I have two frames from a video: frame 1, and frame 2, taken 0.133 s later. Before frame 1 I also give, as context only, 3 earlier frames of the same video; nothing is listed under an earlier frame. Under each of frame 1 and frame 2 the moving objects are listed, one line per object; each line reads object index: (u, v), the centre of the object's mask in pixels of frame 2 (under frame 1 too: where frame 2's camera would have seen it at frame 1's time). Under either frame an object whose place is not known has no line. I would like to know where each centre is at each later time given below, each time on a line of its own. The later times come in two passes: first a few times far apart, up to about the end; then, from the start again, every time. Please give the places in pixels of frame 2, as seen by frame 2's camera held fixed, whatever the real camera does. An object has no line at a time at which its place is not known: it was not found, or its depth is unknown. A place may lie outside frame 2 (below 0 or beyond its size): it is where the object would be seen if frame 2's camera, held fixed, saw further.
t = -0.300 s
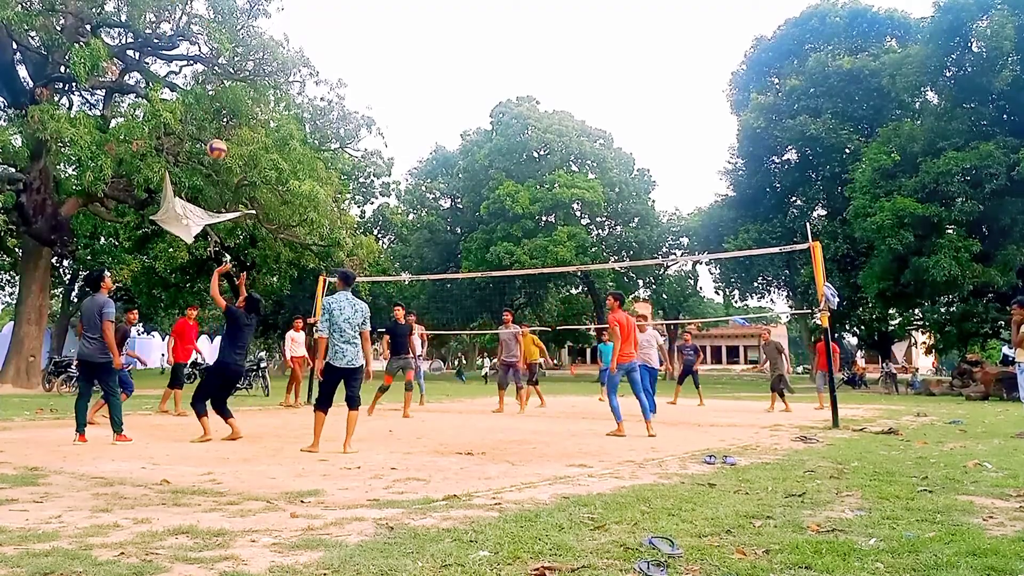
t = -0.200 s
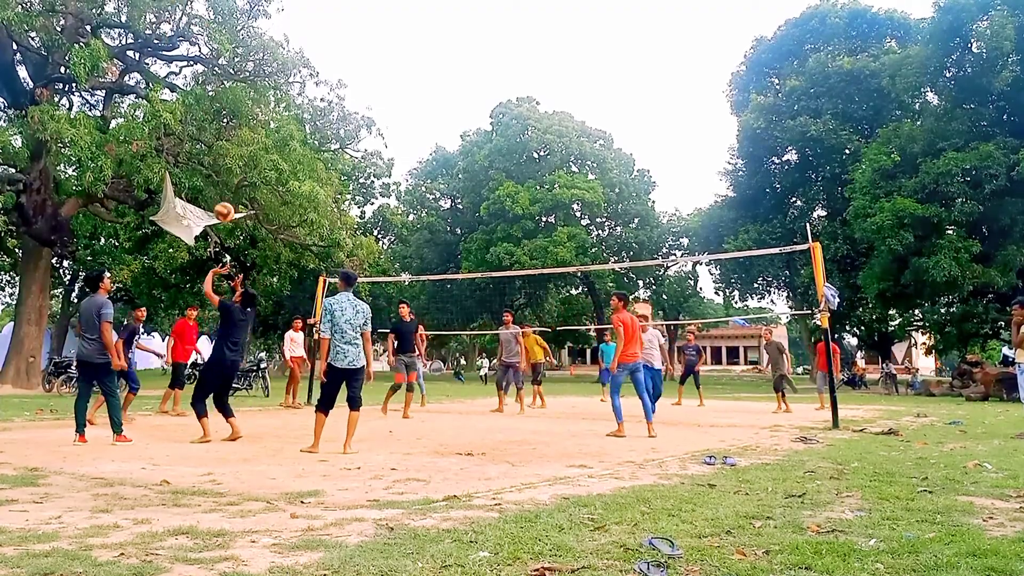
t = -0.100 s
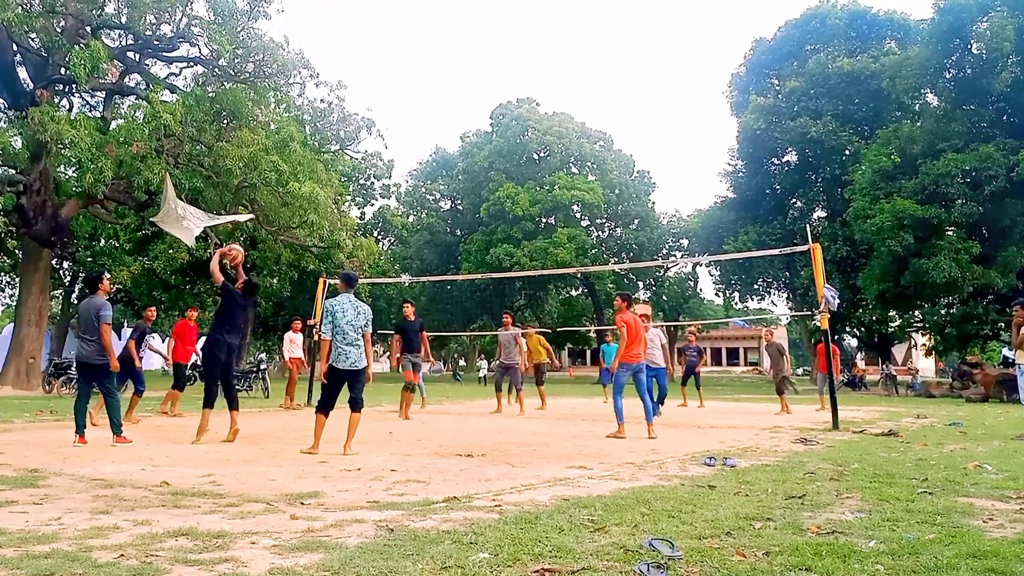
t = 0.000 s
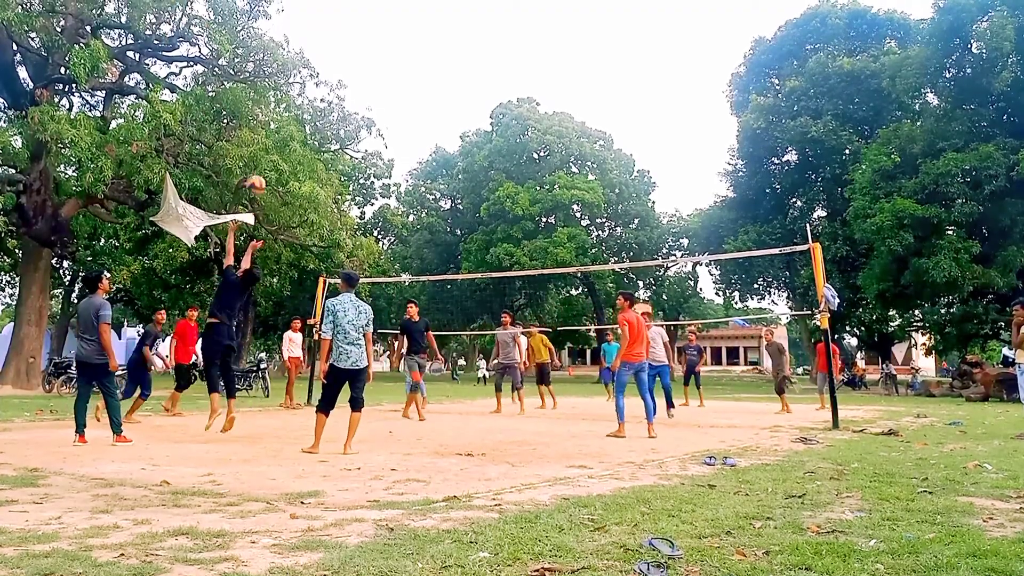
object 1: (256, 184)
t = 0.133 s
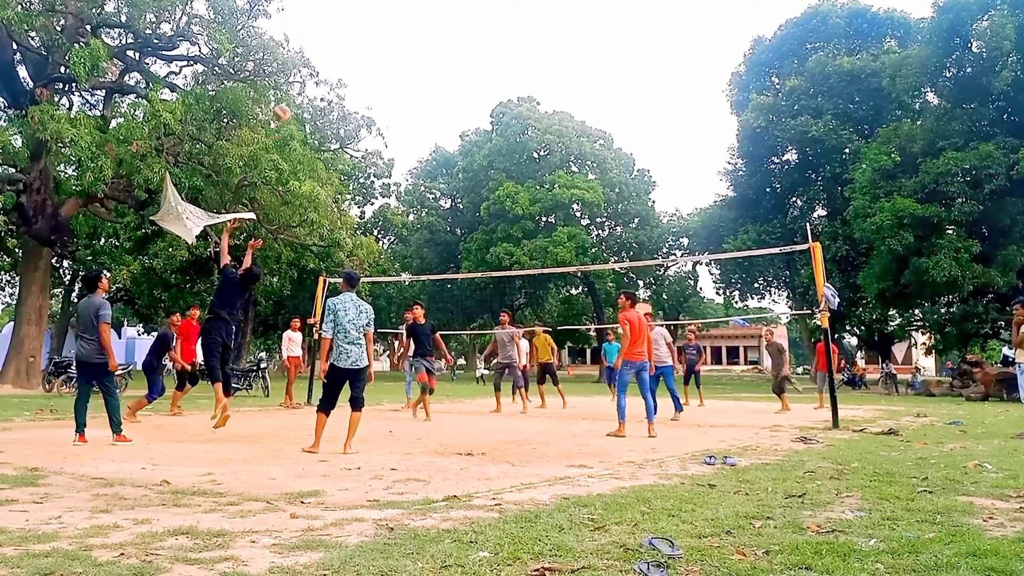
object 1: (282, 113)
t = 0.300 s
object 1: (309, 55)
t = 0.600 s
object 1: (351, 14)
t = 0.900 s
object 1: (386, 39)
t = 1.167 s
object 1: (413, 103)
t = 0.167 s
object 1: (288, 100)
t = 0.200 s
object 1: (293, 87)
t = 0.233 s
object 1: (299, 75)
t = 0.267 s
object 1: (305, 66)
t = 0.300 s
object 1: (309, 55)
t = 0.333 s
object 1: (314, 47)
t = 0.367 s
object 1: (319, 39)
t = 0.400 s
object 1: (324, 33)
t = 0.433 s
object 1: (329, 28)
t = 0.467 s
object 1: (334, 23)
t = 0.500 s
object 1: (338, 20)
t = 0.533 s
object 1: (343, 17)
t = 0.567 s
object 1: (347, 15)
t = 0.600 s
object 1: (351, 14)
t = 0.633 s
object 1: (355, 14)
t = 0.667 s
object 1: (359, 15)
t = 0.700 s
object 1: (363, 16)
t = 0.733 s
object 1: (367, 18)
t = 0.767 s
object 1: (371, 21)
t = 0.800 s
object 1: (375, 24)
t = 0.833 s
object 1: (379, 28)
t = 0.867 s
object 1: (383, 33)
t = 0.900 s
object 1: (386, 39)
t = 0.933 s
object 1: (390, 45)
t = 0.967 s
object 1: (393, 51)
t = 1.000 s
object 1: (396, 59)
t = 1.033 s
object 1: (400, 67)
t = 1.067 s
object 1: (403, 75)
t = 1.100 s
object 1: (406, 84)
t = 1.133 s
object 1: (409, 93)
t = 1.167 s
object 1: (413, 103)
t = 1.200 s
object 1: (416, 114)
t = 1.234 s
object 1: (419, 125)
